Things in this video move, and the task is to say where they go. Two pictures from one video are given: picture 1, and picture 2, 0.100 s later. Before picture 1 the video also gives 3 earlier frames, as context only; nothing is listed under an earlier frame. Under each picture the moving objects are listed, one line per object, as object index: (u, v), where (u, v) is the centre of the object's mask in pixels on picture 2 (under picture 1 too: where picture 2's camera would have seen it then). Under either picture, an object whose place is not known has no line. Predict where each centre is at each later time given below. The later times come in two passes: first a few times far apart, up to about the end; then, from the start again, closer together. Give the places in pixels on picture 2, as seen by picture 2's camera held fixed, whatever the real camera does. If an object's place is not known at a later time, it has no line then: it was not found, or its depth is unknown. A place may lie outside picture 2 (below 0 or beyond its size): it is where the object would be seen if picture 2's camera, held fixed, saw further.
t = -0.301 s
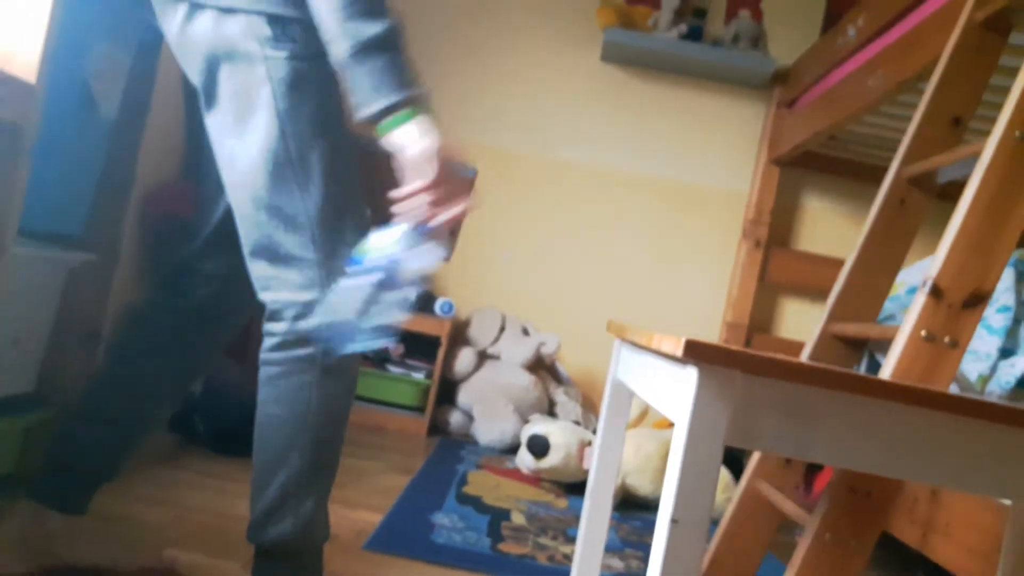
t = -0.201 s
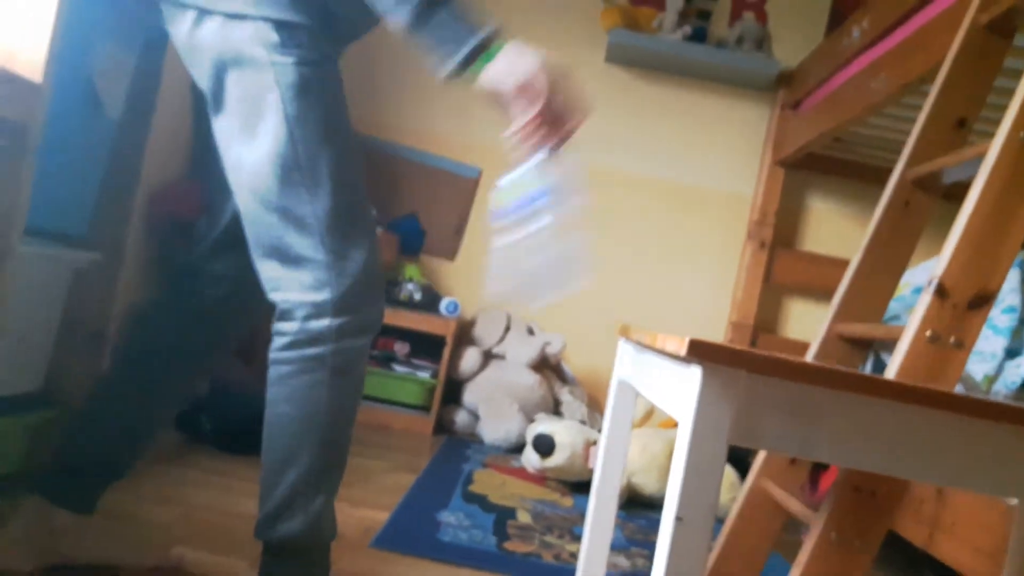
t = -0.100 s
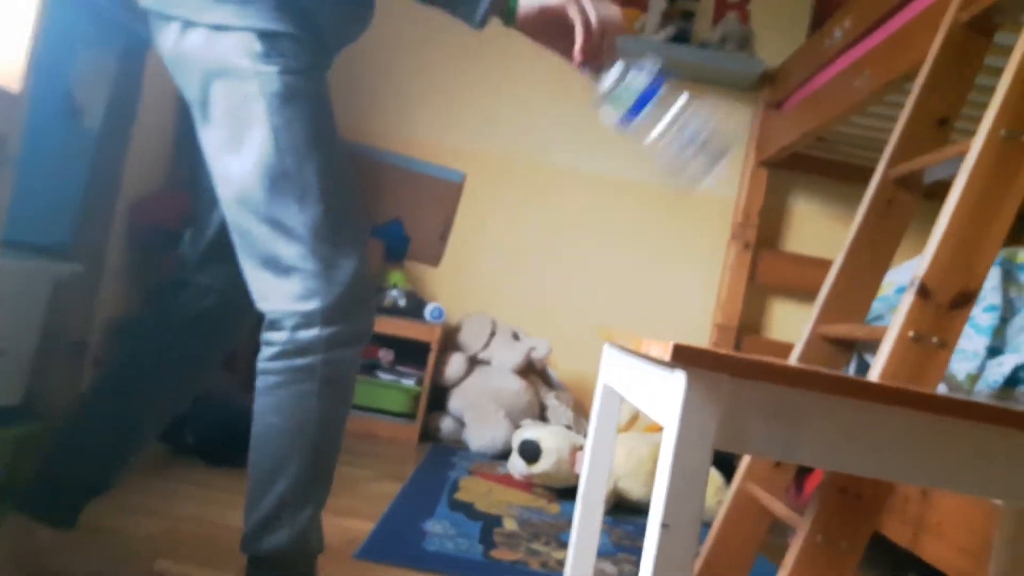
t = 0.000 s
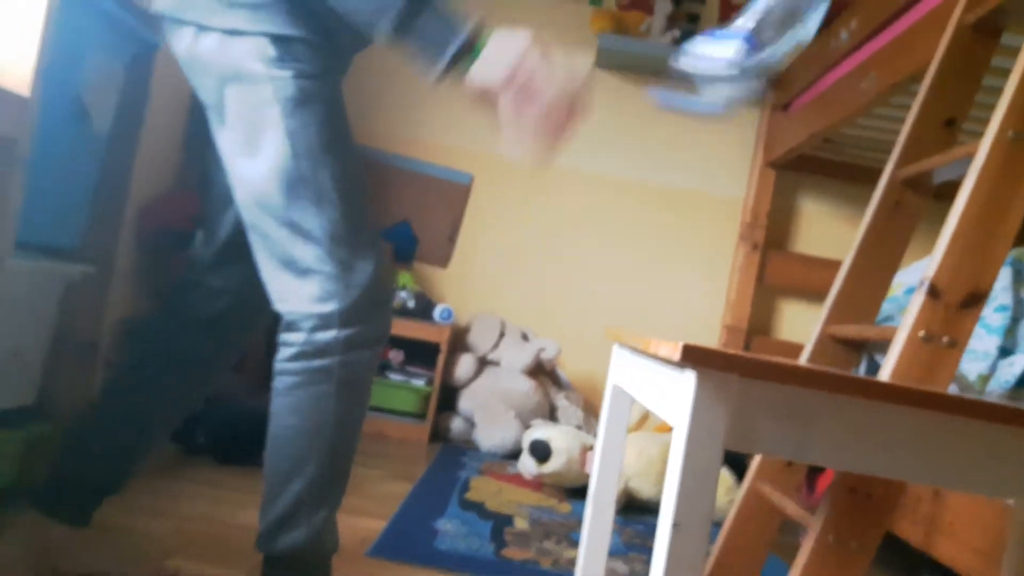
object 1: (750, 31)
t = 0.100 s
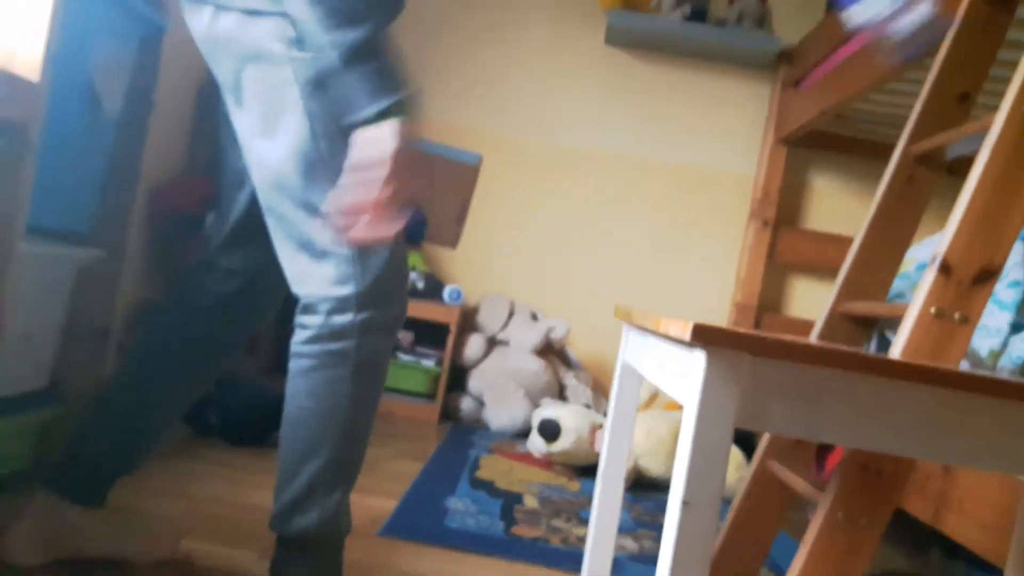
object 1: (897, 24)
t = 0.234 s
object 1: (886, 35)
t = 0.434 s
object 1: (926, 277)
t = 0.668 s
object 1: (932, 278)
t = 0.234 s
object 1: (886, 35)
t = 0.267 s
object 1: (903, 62)
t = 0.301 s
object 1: (916, 100)
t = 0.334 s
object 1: (920, 152)
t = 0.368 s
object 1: (915, 241)
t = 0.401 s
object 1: (916, 274)
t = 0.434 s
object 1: (926, 277)
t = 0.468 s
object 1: (931, 277)
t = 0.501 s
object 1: (933, 278)
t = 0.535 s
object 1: (933, 278)
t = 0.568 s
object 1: (933, 278)
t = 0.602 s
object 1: (933, 278)
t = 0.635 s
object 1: (933, 279)
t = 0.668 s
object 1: (932, 278)
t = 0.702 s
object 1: (933, 279)
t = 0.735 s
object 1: (933, 279)
